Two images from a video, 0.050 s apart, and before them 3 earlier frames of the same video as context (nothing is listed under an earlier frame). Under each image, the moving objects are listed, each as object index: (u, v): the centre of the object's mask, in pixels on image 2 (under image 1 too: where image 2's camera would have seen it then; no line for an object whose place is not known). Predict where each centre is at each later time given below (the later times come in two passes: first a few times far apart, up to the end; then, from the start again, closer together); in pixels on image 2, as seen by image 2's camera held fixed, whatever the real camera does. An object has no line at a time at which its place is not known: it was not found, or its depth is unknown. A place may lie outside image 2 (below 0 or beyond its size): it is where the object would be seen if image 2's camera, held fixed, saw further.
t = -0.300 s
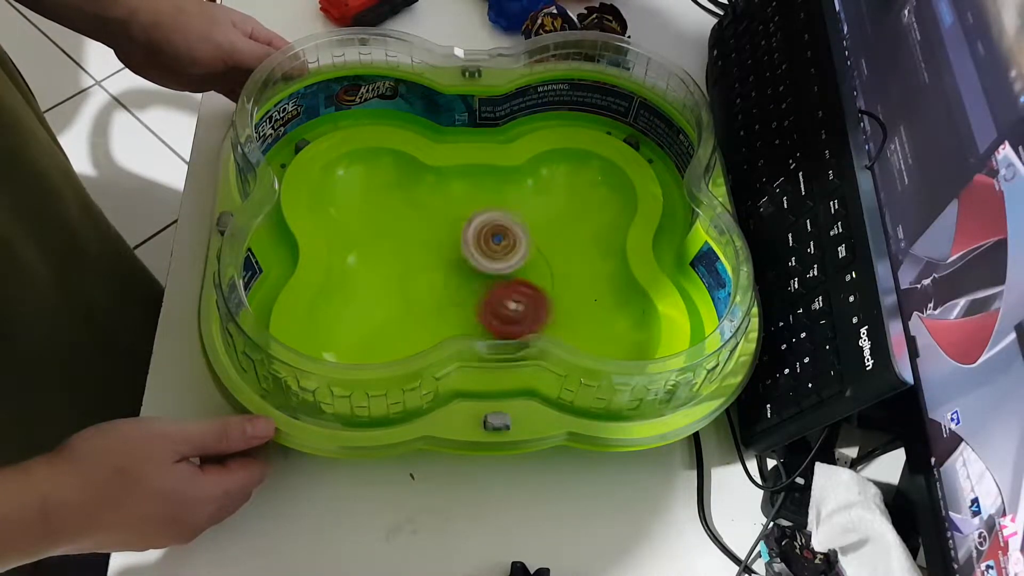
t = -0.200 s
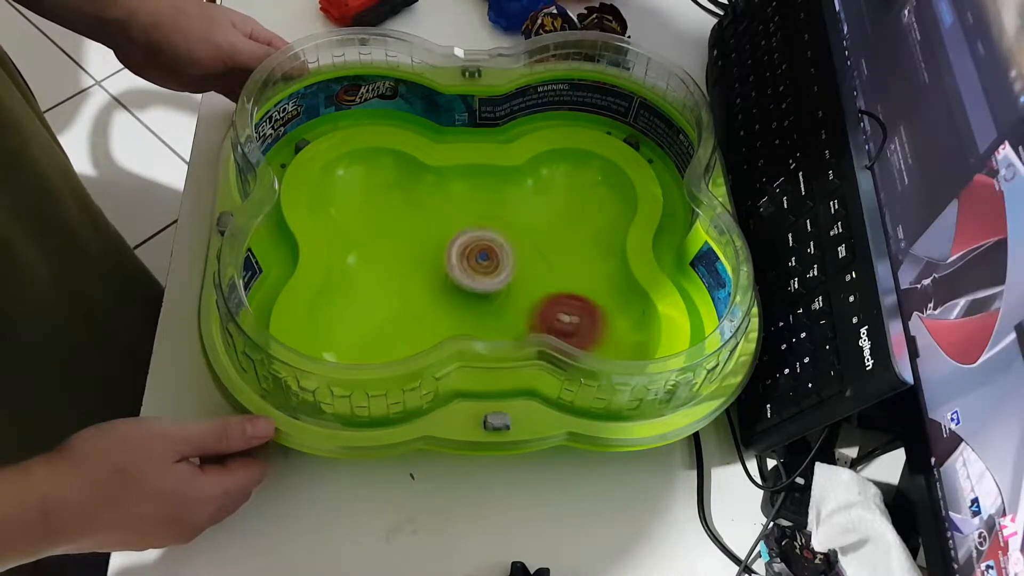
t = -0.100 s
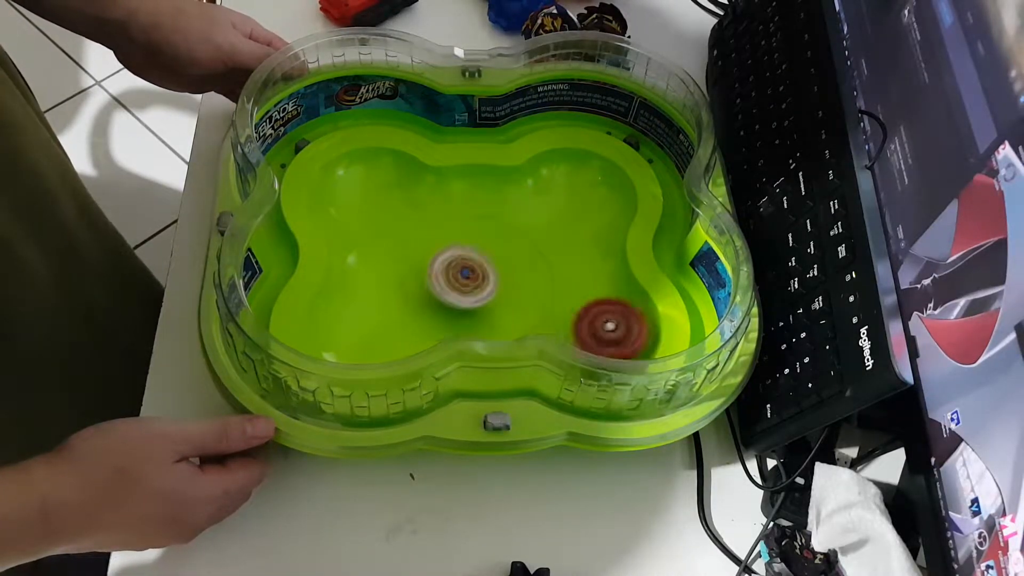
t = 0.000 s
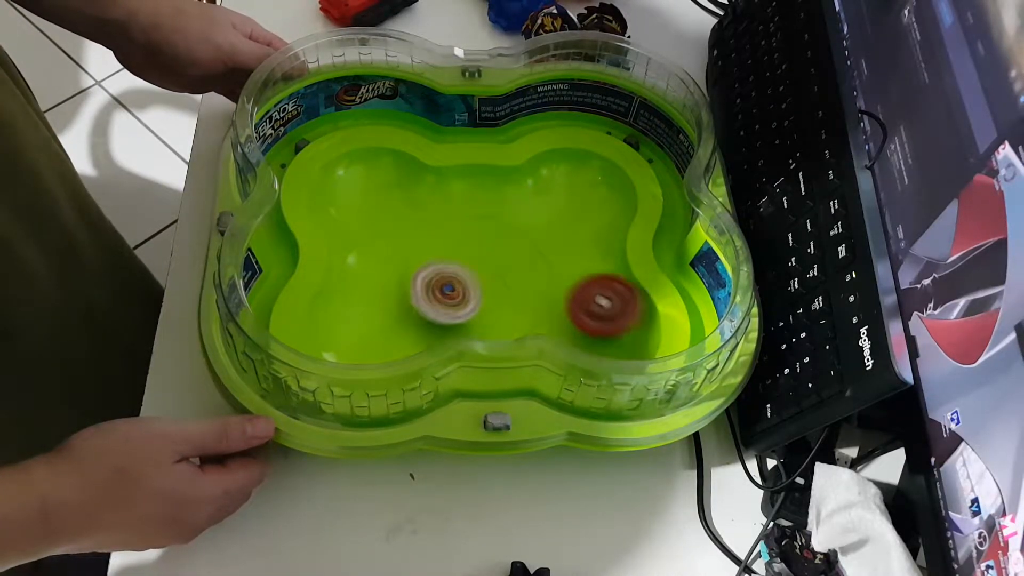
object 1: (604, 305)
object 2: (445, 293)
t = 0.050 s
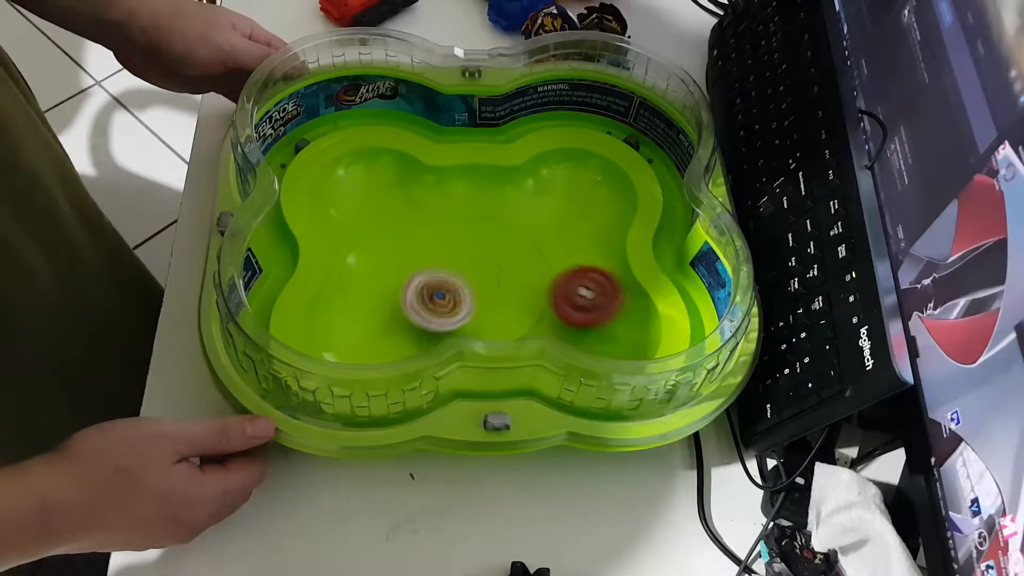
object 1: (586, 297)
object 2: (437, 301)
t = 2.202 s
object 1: (601, 305)
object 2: (550, 228)
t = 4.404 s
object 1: (506, 253)
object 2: (401, 338)
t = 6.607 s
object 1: (487, 290)
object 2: (538, 280)
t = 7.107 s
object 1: (481, 294)
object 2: (526, 238)
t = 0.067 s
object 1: (580, 295)
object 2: (434, 304)
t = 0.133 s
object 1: (557, 291)
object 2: (423, 311)
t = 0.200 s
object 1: (537, 292)
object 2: (410, 317)
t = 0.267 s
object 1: (524, 293)
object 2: (399, 320)
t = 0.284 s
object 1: (521, 293)
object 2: (396, 320)
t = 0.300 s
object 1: (518, 293)
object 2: (394, 320)
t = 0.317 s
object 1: (515, 292)
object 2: (392, 319)
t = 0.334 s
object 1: (512, 292)
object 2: (391, 319)
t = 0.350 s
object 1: (509, 291)
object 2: (389, 318)
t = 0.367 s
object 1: (506, 290)
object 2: (388, 317)
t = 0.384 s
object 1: (503, 289)
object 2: (387, 315)
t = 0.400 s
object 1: (500, 288)
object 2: (386, 314)
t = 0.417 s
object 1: (496, 286)
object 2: (386, 312)
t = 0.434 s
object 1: (493, 284)
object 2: (387, 309)
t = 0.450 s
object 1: (490, 281)
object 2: (388, 307)
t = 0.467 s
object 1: (487, 278)
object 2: (388, 304)
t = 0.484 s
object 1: (483, 276)
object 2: (389, 302)
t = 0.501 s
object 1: (479, 274)
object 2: (391, 299)
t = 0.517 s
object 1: (475, 271)
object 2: (394, 296)
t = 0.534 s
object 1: (470, 269)
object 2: (396, 293)
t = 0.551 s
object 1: (466, 267)
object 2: (398, 290)
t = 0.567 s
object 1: (465, 264)
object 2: (399, 289)
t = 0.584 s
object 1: (464, 260)
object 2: (399, 288)
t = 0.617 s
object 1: (463, 253)
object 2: (401, 287)
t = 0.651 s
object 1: (461, 244)
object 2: (404, 285)
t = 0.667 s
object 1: (460, 240)
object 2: (405, 284)
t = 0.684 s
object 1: (458, 236)
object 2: (406, 283)
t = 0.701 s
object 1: (457, 232)
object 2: (407, 283)
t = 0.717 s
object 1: (454, 228)
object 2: (410, 284)
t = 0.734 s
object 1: (452, 223)
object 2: (412, 284)
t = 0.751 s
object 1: (449, 220)
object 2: (414, 284)
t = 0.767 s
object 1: (445, 216)
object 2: (416, 284)
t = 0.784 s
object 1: (442, 213)
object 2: (419, 286)
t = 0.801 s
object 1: (438, 210)
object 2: (422, 286)
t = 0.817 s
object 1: (435, 208)
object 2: (425, 287)
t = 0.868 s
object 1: (420, 202)
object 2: (433, 289)
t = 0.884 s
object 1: (415, 201)
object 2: (435, 290)
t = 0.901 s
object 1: (409, 200)
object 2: (439, 291)
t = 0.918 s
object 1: (404, 198)
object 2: (441, 291)
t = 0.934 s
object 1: (400, 198)
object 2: (443, 291)
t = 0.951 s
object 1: (396, 196)
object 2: (445, 291)
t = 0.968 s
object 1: (392, 196)
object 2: (448, 291)
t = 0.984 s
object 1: (389, 196)
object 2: (451, 290)
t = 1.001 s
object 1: (386, 196)
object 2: (453, 289)
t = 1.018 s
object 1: (384, 197)
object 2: (455, 288)
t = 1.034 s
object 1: (382, 198)
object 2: (457, 287)
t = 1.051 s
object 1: (381, 200)
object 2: (461, 286)
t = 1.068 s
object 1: (380, 202)
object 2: (463, 284)
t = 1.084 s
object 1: (380, 205)
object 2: (465, 282)
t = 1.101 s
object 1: (380, 208)
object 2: (467, 280)
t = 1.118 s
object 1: (381, 212)
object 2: (470, 278)
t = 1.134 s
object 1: (382, 215)
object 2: (473, 276)
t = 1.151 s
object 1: (384, 219)
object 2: (476, 274)
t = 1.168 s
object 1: (387, 223)
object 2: (478, 271)
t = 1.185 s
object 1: (391, 228)
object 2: (481, 269)
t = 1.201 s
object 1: (395, 233)
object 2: (484, 266)
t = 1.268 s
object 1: (415, 252)
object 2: (494, 255)
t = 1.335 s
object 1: (434, 272)
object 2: (502, 245)
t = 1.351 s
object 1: (437, 277)
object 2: (504, 243)
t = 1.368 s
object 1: (440, 280)
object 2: (505, 240)
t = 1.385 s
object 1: (445, 283)
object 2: (508, 238)
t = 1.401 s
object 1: (450, 286)
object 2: (510, 235)
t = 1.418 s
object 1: (455, 289)
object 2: (511, 232)
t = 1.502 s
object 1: (490, 297)
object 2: (520, 221)
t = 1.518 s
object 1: (497, 298)
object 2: (522, 220)
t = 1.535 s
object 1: (504, 299)
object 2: (523, 218)
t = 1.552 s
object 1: (511, 299)
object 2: (525, 217)
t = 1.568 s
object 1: (519, 300)
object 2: (527, 216)
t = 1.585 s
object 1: (525, 300)
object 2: (529, 216)
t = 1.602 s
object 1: (532, 300)
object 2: (531, 216)
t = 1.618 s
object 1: (538, 301)
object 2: (532, 215)
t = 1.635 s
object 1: (544, 300)
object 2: (534, 215)
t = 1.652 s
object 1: (550, 299)
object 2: (535, 215)
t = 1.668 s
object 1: (555, 299)
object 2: (537, 216)
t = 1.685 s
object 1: (559, 298)
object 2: (538, 216)
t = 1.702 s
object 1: (561, 296)
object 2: (539, 218)
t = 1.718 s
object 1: (563, 295)
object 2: (541, 219)
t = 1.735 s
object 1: (564, 293)
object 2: (541, 219)
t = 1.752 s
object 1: (564, 290)
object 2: (542, 222)
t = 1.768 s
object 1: (563, 288)
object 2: (543, 223)
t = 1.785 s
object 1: (562, 287)
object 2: (543, 225)
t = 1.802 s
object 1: (560, 288)
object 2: (542, 224)
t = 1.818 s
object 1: (558, 291)
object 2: (541, 222)
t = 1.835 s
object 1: (558, 295)
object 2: (541, 220)
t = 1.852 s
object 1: (556, 298)
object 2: (541, 218)
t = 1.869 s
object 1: (557, 301)
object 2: (540, 216)
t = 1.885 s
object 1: (558, 305)
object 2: (541, 215)
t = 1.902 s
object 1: (559, 308)
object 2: (541, 215)
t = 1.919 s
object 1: (562, 312)
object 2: (542, 213)
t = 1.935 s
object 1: (564, 315)
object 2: (543, 212)
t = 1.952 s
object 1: (568, 319)
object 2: (544, 210)
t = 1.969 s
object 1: (572, 322)
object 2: (545, 210)
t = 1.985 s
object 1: (577, 325)
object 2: (546, 209)
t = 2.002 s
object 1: (583, 330)
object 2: (546, 209)
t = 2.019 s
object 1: (588, 332)
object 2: (547, 210)
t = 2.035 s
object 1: (595, 335)
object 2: (548, 210)
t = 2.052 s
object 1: (601, 337)
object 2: (549, 210)
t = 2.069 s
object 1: (608, 338)
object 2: (549, 211)
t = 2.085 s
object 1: (614, 337)
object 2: (549, 212)
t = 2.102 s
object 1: (619, 335)
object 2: (550, 214)
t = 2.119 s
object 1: (622, 331)
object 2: (551, 216)
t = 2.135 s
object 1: (623, 327)
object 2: (551, 219)
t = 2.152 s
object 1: (621, 320)
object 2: (551, 220)
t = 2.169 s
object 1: (616, 315)
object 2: (551, 223)
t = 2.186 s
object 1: (610, 310)
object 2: (551, 226)
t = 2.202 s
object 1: (601, 305)
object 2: (550, 228)
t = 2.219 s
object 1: (592, 302)
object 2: (549, 231)
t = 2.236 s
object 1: (583, 298)
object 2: (547, 234)
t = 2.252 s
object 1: (575, 295)
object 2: (545, 238)
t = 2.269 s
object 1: (567, 296)
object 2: (543, 238)
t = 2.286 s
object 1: (560, 298)
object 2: (539, 238)
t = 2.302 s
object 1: (554, 299)
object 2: (535, 238)
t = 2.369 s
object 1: (536, 302)
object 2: (524, 240)
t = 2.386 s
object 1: (532, 302)
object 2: (522, 240)
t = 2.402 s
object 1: (529, 302)
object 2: (519, 238)
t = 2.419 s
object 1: (524, 303)
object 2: (515, 237)
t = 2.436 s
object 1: (520, 303)
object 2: (513, 236)
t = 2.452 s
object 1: (517, 302)
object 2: (512, 235)
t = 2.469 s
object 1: (512, 301)
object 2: (510, 232)
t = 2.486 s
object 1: (509, 300)
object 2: (508, 231)
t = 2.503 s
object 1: (505, 299)
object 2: (506, 230)
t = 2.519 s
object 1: (501, 296)
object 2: (504, 229)
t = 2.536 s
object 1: (496, 294)
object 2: (502, 229)
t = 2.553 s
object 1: (492, 291)
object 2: (501, 228)
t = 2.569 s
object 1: (485, 289)
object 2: (500, 228)
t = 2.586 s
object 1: (479, 288)
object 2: (498, 224)
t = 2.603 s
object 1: (472, 288)
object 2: (497, 220)
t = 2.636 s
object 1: (459, 285)
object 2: (497, 218)
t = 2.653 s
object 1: (453, 283)
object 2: (498, 217)
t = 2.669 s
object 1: (446, 281)
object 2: (498, 216)
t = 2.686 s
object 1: (438, 278)
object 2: (499, 215)
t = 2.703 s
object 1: (432, 277)
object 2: (499, 215)
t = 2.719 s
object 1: (425, 274)
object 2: (500, 216)
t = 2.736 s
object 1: (418, 272)
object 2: (500, 217)
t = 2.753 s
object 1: (411, 270)
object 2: (501, 219)
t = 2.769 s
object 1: (404, 268)
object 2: (501, 221)
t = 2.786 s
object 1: (398, 266)
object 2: (501, 223)
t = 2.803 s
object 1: (393, 264)
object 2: (501, 226)
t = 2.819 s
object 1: (389, 263)
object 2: (501, 229)
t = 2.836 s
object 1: (384, 261)
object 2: (501, 233)
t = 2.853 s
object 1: (381, 260)
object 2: (500, 237)
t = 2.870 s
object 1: (378, 259)
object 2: (499, 241)
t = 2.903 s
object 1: (375, 257)
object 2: (497, 250)
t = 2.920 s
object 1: (374, 257)
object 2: (497, 255)
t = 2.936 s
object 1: (373, 257)
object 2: (495, 259)
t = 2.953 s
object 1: (374, 257)
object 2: (494, 264)
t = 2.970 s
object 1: (375, 258)
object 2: (493, 269)
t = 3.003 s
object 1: (378, 258)
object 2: (490, 278)
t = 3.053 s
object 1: (387, 259)
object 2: (485, 291)
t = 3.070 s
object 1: (391, 258)
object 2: (484, 294)
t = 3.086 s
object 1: (397, 258)
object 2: (482, 297)
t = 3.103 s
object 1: (402, 258)
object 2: (480, 301)
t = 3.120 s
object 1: (407, 257)
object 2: (478, 303)
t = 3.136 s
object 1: (414, 257)
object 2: (476, 306)
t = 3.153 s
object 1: (420, 256)
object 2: (473, 308)
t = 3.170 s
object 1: (427, 255)
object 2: (470, 309)
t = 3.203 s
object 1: (443, 254)
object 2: (467, 311)
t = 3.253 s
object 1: (462, 250)
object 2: (461, 314)
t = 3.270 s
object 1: (468, 250)
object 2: (459, 314)
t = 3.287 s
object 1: (474, 248)
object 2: (457, 315)
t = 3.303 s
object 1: (481, 246)
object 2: (455, 313)
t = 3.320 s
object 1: (488, 246)
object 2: (451, 311)
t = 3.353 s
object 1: (500, 244)
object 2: (446, 307)
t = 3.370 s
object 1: (506, 244)
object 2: (443, 306)
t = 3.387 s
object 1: (512, 243)
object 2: (440, 304)
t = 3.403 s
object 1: (519, 243)
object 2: (438, 302)
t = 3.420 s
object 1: (526, 243)
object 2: (436, 299)
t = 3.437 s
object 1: (531, 243)
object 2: (435, 297)
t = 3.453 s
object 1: (537, 242)
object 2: (435, 294)
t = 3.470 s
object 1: (545, 241)
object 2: (434, 289)
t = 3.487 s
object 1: (551, 241)
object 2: (434, 286)
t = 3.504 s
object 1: (557, 239)
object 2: (433, 281)
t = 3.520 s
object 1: (564, 236)
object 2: (433, 277)
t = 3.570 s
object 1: (582, 228)
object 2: (434, 264)
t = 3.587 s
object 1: (587, 225)
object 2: (435, 258)
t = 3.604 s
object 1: (591, 221)
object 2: (434, 253)
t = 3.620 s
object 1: (594, 217)
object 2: (433, 249)
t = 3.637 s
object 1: (597, 213)
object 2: (433, 245)
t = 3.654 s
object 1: (599, 209)
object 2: (433, 242)
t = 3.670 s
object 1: (601, 205)
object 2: (434, 238)
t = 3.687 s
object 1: (601, 201)
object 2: (435, 235)
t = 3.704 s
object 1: (601, 197)
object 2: (437, 232)
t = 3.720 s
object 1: (600, 193)
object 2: (437, 227)
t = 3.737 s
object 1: (597, 189)
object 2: (438, 225)
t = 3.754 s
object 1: (594, 186)
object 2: (439, 223)
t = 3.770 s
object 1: (591, 185)
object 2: (441, 221)
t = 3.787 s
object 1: (585, 183)
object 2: (443, 219)
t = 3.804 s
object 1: (579, 183)
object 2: (445, 217)
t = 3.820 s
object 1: (573, 183)
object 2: (446, 216)
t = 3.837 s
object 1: (567, 185)
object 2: (448, 216)
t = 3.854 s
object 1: (562, 186)
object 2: (449, 216)
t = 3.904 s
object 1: (543, 193)
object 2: (455, 217)
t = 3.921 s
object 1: (536, 196)
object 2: (459, 218)
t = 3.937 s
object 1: (529, 200)
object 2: (460, 219)
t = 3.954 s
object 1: (527, 204)
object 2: (456, 223)
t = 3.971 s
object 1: (529, 209)
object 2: (449, 230)
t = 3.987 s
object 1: (530, 213)
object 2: (444, 233)
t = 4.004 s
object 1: (532, 216)
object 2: (437, 237)
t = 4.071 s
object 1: (534, 229)
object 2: (412, 254)
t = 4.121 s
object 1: (538, 235)
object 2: (398, 263)
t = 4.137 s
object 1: (538, 236)
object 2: (393, 267)
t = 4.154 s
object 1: (539, 237)
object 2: (391, 271)
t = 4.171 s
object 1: (539, 239)
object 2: (390, 276)
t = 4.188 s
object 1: (538, 240)
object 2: (390, 281)
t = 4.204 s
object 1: (538, 240)
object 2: (390, 286)
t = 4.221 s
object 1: (538, 241)
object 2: (390, 291)
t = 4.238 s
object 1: (538, 242)
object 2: (392, 297)
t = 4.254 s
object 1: (537, 244)
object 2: (394, 303)
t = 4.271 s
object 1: (535, 245)
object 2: (396, 309)
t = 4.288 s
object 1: (533, 246)
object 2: (398, 314)
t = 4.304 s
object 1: (530, 248)
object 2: (399, 319)
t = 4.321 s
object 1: (527, 249)
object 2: (402, 325)
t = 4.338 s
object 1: (524, 250)
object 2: (403, 329)
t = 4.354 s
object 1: (521, 251)
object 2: (404, 333)
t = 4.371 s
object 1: (517, 252)
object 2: (404, 335)
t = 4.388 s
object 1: (512, 253)
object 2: (402, 337)
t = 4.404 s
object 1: (506, 253)
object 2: (401, 338)
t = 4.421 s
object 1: (501, 254)
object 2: (399, 340)
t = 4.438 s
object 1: (497, 254)
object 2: (398, 343)
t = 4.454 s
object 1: (491, 255)
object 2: (394, 343)
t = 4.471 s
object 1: (485, 255)
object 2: (390, 344)
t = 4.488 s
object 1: (480, 255)
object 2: (386, 344)
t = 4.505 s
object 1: (474, 255)
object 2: (382, 343)
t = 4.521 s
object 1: (469, 255)
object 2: (377, 342)
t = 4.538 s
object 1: (463, 255)
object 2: (374, 341)
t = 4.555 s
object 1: (457, 255)
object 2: (371, 338)
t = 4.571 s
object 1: (452, 255)
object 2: (369, 335)
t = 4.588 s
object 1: (448, 254)
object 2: (367, 332)
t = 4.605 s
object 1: (443, 254)
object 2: (366, 325)
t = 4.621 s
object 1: (438, 253)
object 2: (367, 320)
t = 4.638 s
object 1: (434, 252)
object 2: (369, 312)
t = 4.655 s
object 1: (431, 251)
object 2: (372, 304)
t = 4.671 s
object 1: (428, 250)
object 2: (373, 298)
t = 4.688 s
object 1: (425, 249)
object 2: (373, 291)
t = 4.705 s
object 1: (424, 247)
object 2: (374, 285)
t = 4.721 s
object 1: (425, 244)
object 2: (376, 282)
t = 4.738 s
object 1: (428, 242)
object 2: (379, 277)
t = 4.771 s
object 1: (433, 236)
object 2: (378, 274)
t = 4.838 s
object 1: (441, 221)
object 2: (379, 264)
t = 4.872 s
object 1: (445, 213)
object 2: (379, 260)
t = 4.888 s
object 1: (446, 210)
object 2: (381, 257)
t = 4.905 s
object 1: (447, 208)
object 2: (380, 256)
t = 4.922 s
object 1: (447, 207)
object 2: (381, 255)
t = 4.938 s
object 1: (447, 205)
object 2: (382, 254)
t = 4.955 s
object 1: (448, 205)
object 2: (384, 254)
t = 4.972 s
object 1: (448, 205)
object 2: (386, 253)
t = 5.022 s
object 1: (451, 213)
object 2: (397, 251)
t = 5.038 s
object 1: (453, 216)
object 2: (400, 251)
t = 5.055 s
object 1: (456, 220)
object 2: (404, 250)
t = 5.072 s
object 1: (460, 224)
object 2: (407, 251)
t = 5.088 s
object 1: (462, 230)
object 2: (410, 251)
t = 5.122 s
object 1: (469, 242)
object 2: (414, 252)
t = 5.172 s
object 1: (481, 264)
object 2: (413, 253)
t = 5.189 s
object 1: (486, 270)
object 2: (413, 253)
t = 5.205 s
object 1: (490, 276)
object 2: (414, 253)
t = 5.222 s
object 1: (493, 284)
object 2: (416, 251)
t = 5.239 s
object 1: (497, 290)
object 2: (417, 251)
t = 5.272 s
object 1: (502, 300)
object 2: (420, 247)
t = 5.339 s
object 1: (507, 316)
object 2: (427, 244)
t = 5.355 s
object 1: (508, 317)
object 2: (430, 243)
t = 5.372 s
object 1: (508, 318)
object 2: (433, 242)
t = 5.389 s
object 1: (508, 318)
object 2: (436, 240)
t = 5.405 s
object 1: (508, 318)
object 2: (440, 239)
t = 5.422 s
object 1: (507, 318)
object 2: (443, 237)
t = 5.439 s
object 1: (507, 317)
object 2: (446, 236)
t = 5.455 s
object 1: (506, 316)
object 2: (450, 234)
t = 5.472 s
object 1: (504, 314)
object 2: (453, 232)
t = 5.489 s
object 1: (503, 312)
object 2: (457, 231)
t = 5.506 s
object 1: (501, 309)
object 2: (460, 229)
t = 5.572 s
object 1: (492, 293)
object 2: (475, 223)
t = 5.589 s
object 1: (490, 288)
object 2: (478, 223)
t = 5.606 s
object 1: (489, 284)
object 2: (481, 222)
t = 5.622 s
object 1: (488, 281)
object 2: (482, 218)
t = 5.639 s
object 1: (488, 279)
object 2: (483, 214)
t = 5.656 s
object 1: (486, 277)
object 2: (483, 211)
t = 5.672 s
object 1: (484, 273)
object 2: (484, 208)
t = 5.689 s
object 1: (482, 269)
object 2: (485, 206)
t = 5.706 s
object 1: (481, 266)
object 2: (487, 203)
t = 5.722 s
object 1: (480, 264)
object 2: (490, 203)
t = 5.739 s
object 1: (479, 262)
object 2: (493, 204)
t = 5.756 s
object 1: (478, 260)
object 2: (497, 205)
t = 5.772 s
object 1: (477, 261)
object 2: (501, 208)
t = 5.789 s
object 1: (474, 264)
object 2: (504, 211)
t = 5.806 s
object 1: (470, 267)
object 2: (507, 215)
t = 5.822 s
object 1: (467, 269)
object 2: (510, 218)
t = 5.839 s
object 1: (464, 272)
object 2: (511, 221)
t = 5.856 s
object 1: (462, 274)
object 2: (513, 223)
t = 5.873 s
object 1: (460, 275)
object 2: (514, 228)
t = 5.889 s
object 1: (458, 276)
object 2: (515, 233)
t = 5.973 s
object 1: (452, 279)
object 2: (520, 258)
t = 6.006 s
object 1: (451, 278)
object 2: (521, 268)
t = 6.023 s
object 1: (450, 277)
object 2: (521, 273)
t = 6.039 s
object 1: (450, 276)
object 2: (521, 278)
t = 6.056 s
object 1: (451, 275)
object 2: (522, 282)
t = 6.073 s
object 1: (452, 274)
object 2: (522, 287)
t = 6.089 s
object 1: (453, 274)
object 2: (523, 291)
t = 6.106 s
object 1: (454, 274)
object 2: (524, 294)
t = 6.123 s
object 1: (455, 275)
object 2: (527, 296)
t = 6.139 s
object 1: (456, 274)
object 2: (528, 298)
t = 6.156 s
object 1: (457, 274)
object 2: (530, 300)
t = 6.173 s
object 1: (458, 274)
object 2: (533, 302)
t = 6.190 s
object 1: (458, 274)
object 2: (536, 303)
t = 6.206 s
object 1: (459, 274)
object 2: (539, 303)
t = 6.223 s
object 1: (461, 273)
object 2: (542, 303)
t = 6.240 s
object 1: (462, 273)
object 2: (544, 304)
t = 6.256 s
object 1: (464, 273)
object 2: (545, 304)
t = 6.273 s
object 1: (466, 274)
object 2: (547, 303)
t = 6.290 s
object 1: (468, 274)
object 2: (549, 302)
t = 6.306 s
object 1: (471, 275)
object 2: (550, 301)
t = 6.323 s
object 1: (473, 276)
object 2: (550, 300)
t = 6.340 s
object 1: (475, 277)
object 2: (551, 299)
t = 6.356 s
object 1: (477, 278)
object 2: (552, 297)
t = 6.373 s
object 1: (480, 279)
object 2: (552, 296)
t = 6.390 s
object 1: (482, 281)
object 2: (552, 295)
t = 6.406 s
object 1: (484, 282)
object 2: (551, 293)
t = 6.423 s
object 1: (486, 283)
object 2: (550, 293)
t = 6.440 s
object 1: (487, 285)
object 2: (549, 293)
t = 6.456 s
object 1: (488, 286)
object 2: (548, 292)
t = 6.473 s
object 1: (489, 287)
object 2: (546, 291)
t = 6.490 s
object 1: (488, 288)
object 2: (545, 289)
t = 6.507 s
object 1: (488, 288)
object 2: (545, 288)
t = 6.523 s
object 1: (488, 289)
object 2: (544, 287)
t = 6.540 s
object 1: (488, 289)
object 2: (543, 286)
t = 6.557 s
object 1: (488, 290)
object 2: (542, 284)
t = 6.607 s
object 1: (487, 290)
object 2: (538, 280)
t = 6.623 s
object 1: (487, 290)
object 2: (536, 279)
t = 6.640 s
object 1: (487, 290)
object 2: (534, 278)
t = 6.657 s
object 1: (488, 290)
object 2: (533, 276)
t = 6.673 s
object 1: (487, 291)
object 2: (532, 274)
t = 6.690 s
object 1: (485, 291)
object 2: (531, 273)
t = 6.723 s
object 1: (482, 287)
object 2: (528, 269)
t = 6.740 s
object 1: (480, 288)
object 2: (527, 267)
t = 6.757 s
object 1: (479, 288)
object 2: (525, 265)
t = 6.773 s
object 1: (479, 288)
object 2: (524, 263)
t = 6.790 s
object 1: (480, 293)
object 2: (522, 261)
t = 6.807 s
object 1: (478, 289)
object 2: (521, 258)
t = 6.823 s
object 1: (478, 289)
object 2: (521, 256)
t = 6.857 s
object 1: (477, 294)
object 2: (520, 253)
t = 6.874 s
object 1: (477, 295)
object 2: (520, 252)
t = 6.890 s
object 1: (476, 295)
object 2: (518, 250)
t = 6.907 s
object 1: (475, 293)
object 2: (520, 249)
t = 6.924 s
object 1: (485, 285)
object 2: (518, 246)
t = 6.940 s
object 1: (473, 291)
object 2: (520, 246)
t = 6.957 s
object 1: (474, 291)
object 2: (521, 245)
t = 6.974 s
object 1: (476, 295)
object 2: (519, 242)
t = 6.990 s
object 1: (476, 295)
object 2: (520, 242)
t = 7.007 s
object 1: (474, 290)
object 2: (522, 242)
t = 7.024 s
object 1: (477, 295)
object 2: (522, 241)
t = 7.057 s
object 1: (478, 295)
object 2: (524, 240)
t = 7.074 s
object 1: (479, 294)
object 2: (525, 239)
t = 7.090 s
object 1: (480, 294)
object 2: (525, 239)
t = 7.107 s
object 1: (481, 294)
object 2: (526, 238)
